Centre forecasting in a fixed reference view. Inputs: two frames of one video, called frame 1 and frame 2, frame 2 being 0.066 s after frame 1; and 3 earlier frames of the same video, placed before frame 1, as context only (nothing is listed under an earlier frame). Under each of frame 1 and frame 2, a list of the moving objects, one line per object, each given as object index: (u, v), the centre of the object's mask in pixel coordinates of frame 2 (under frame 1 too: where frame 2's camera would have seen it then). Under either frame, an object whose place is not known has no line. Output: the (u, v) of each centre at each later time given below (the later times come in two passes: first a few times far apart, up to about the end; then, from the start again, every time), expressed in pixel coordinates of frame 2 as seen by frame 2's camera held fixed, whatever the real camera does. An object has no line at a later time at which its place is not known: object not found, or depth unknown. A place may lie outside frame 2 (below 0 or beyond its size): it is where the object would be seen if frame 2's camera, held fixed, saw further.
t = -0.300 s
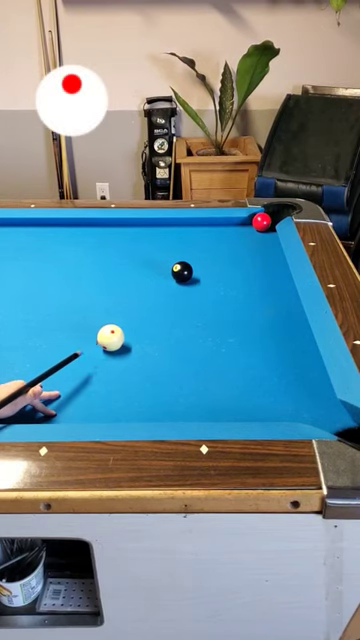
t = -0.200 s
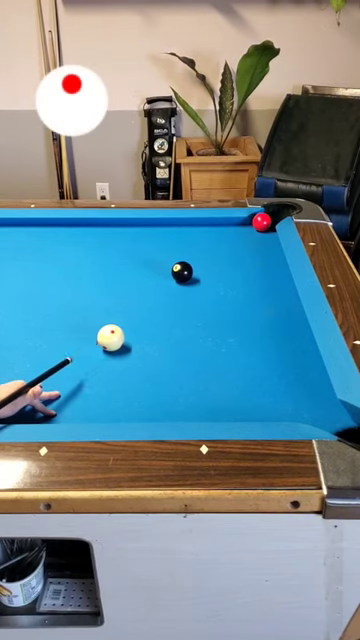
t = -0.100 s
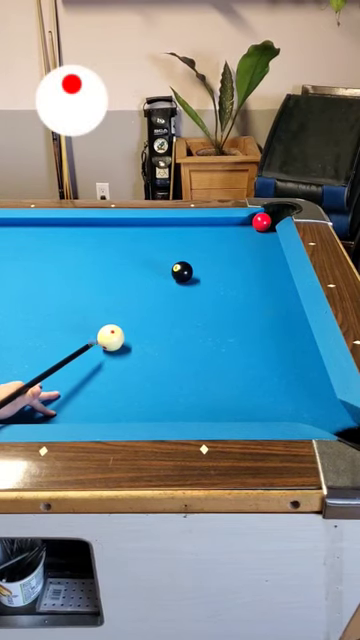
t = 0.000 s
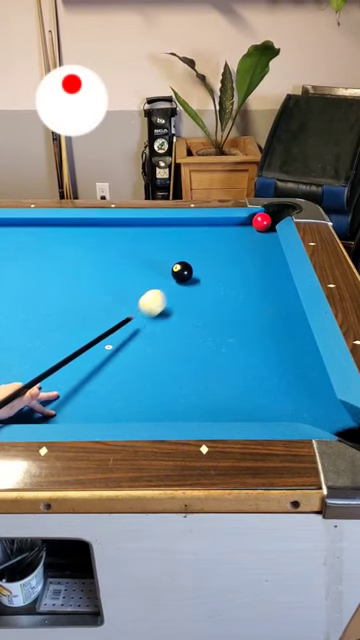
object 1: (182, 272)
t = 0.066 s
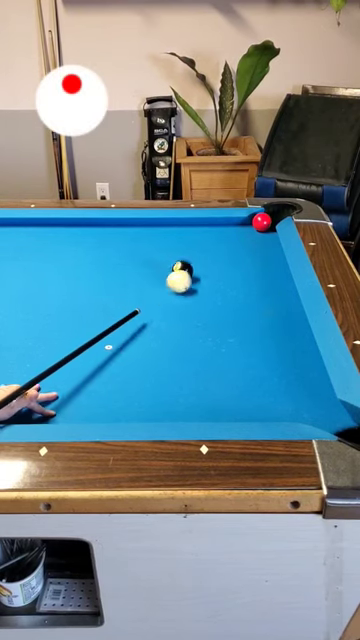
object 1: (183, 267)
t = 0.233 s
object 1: (200, 231)
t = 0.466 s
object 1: (215, 244)
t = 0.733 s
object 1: (235, 275)
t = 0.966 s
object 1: (255, 306)
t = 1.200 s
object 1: (279, 342)
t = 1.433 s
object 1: (308, 387)
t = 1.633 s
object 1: (340, 430)
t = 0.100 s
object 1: (186, 261)
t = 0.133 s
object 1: (190, 252)
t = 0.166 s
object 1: (194, 244)
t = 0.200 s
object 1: (197, 236)
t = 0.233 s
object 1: (200, 231)
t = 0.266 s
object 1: (203, 224)
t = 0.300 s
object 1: (205, 225)
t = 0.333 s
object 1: (207, 230)
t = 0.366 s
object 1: (209, 233)
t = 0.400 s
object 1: (211, 237)
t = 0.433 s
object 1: (213, 241)
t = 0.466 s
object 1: (215, 244)
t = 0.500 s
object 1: (218, 247)
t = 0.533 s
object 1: (220, 251)
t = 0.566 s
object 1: (222, 255)
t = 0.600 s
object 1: (224, 258)
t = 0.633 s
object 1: (227, 263)
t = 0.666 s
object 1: (229, 267)
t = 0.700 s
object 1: (232, 271)
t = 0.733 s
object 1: (235, 275)
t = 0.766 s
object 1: (237, 279)
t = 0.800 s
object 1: (241, 284)
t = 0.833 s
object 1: (243, 287)
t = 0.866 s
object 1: (246, 292)
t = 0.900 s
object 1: (249, 297)
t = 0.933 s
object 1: (252, 302)
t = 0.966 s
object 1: (255, 306)
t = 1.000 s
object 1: (259, 311)
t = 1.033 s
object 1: (262, 317)
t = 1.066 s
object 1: (265, 322)
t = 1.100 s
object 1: (269, 327)
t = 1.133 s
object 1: (273, 333)
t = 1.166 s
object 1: (276, 339)
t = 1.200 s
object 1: (279, 342)
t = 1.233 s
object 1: (282, 347)
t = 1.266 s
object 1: (286, 354)
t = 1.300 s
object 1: (290, 360)
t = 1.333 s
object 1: (295, 367)
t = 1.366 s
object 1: (299, 373)
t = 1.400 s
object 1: (304, 381)
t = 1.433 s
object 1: (308, 387)
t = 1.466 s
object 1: (313, 394)
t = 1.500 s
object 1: (318, 401)
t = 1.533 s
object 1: (323, 410)
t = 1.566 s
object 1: (328, 416)
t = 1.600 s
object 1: (334, 421)
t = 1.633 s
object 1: (340, 430)
